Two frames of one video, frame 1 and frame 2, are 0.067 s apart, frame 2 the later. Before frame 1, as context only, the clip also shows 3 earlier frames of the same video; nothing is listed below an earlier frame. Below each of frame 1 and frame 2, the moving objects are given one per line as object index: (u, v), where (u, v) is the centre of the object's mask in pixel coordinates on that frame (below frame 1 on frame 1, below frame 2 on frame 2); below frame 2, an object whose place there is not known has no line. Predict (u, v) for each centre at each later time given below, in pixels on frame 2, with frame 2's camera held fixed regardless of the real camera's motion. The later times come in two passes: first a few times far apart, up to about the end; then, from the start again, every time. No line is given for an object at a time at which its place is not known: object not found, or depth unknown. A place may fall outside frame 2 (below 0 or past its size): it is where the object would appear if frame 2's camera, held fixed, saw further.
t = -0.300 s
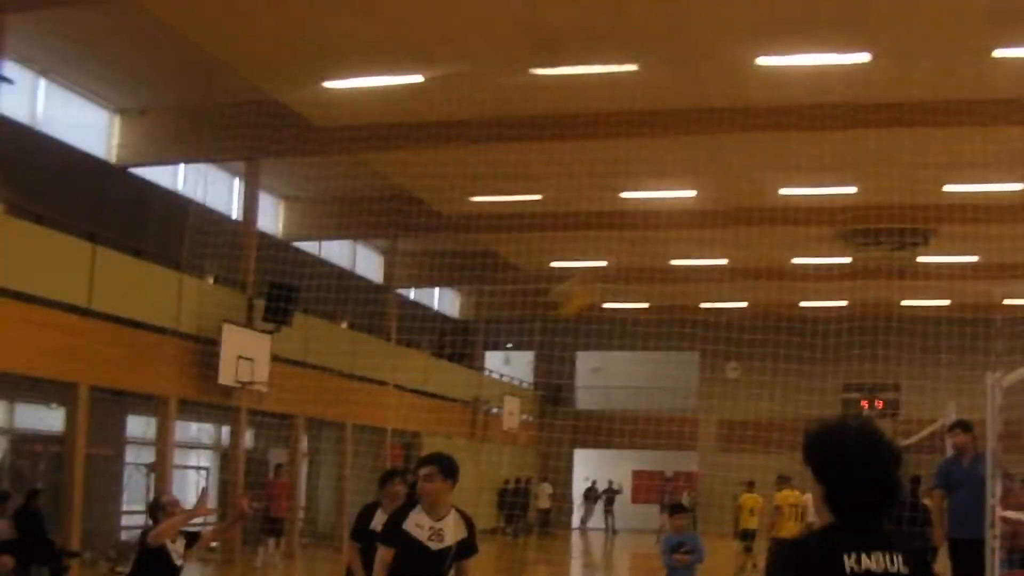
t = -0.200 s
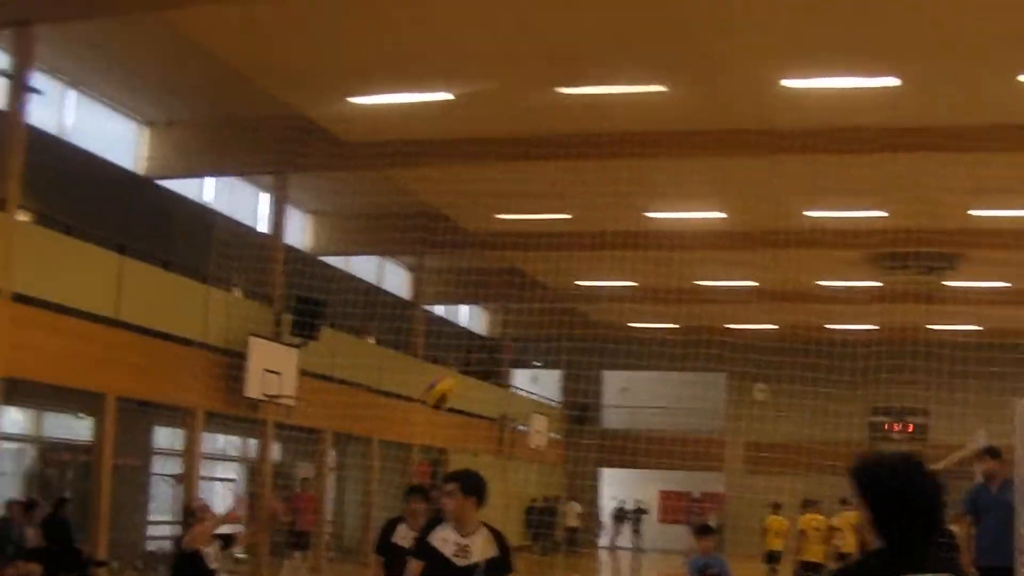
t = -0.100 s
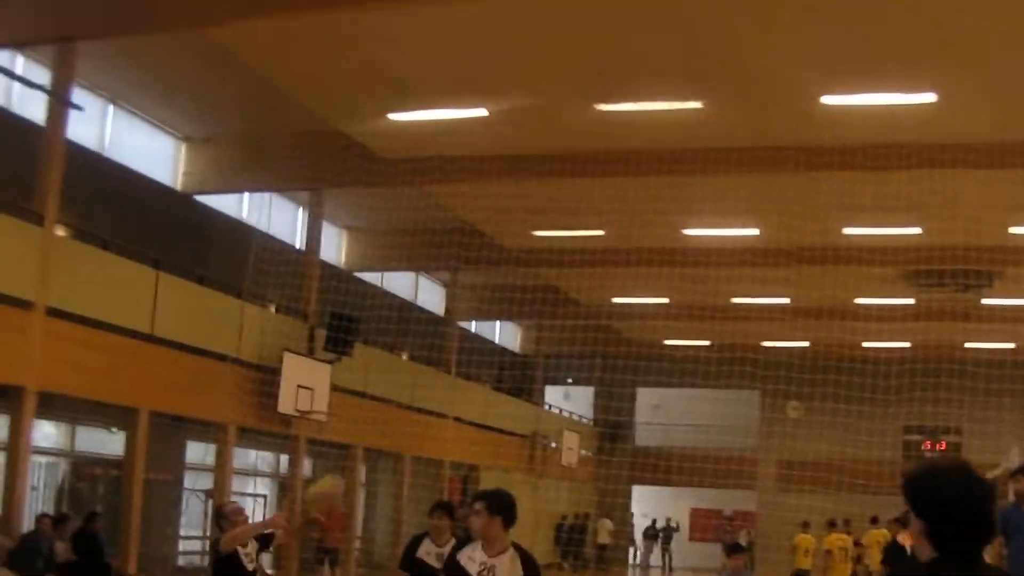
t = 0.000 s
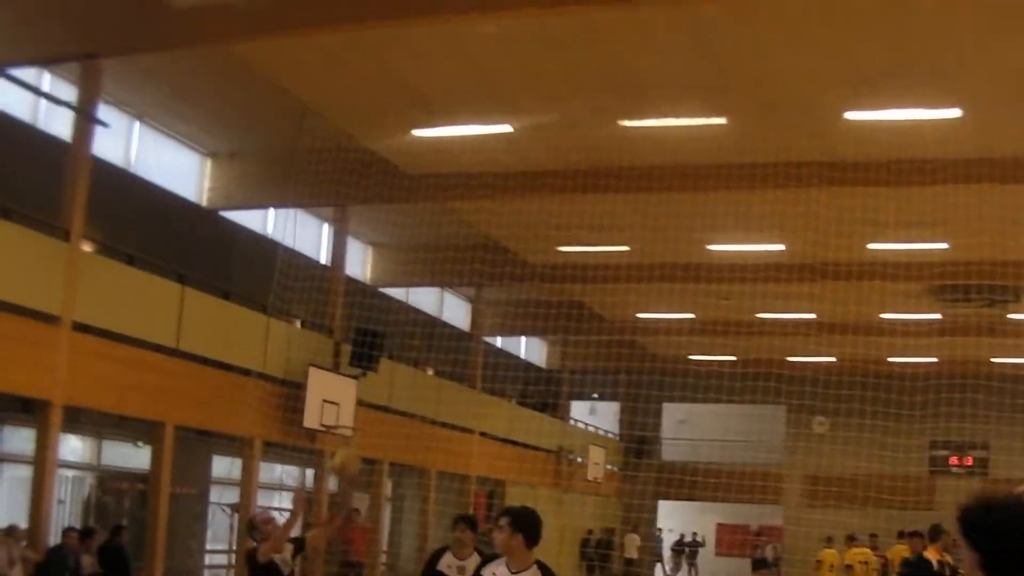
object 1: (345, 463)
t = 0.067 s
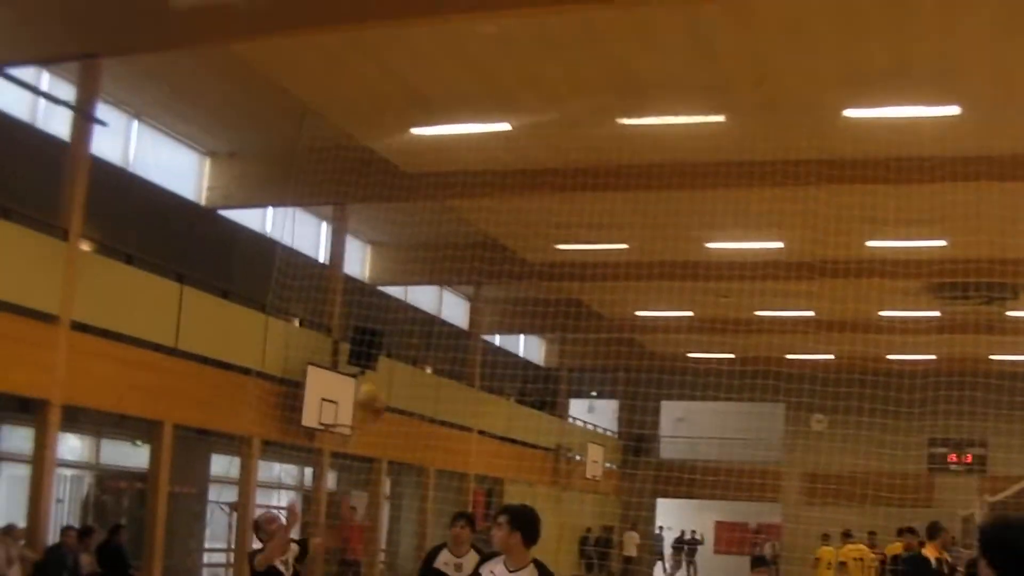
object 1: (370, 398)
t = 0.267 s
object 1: (455, 239)
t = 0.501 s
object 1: (559, 123)
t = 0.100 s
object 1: (385, 369)
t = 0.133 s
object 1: (397, 342)
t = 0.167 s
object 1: (409, 318)
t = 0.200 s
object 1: (427, 287)
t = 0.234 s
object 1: (440, 262)
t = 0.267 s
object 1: (455, 239)
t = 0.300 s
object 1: (466, 214)
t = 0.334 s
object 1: (483, 197)
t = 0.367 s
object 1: (500, 178)
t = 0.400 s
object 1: (514, 163)
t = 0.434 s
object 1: (529, 149)
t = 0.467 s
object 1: (544, 134)
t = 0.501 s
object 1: (559, 123)
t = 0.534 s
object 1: (574, 114)
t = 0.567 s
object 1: (589, 106)
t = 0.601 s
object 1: (603, 99)
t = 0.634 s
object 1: (618, 94)
